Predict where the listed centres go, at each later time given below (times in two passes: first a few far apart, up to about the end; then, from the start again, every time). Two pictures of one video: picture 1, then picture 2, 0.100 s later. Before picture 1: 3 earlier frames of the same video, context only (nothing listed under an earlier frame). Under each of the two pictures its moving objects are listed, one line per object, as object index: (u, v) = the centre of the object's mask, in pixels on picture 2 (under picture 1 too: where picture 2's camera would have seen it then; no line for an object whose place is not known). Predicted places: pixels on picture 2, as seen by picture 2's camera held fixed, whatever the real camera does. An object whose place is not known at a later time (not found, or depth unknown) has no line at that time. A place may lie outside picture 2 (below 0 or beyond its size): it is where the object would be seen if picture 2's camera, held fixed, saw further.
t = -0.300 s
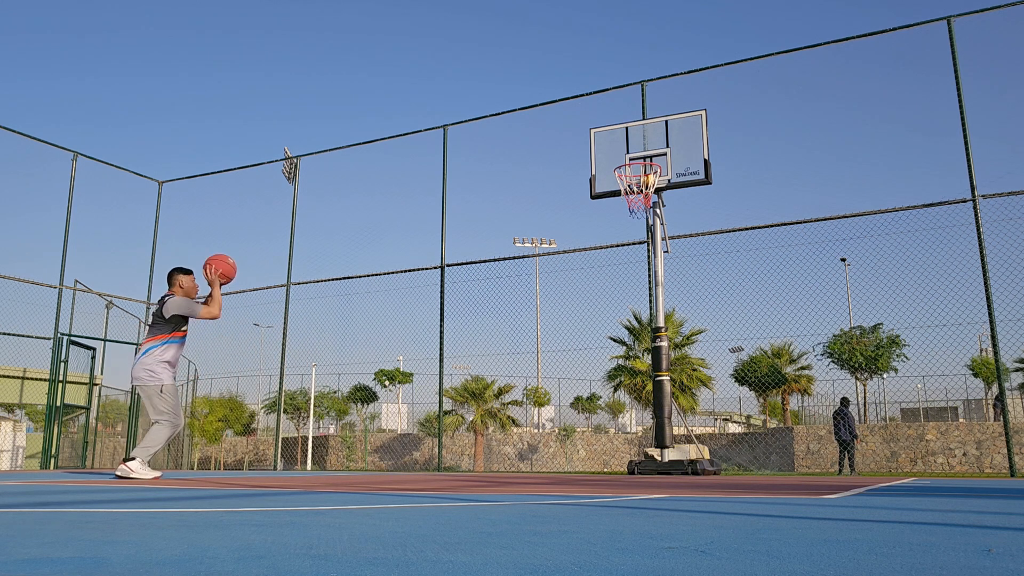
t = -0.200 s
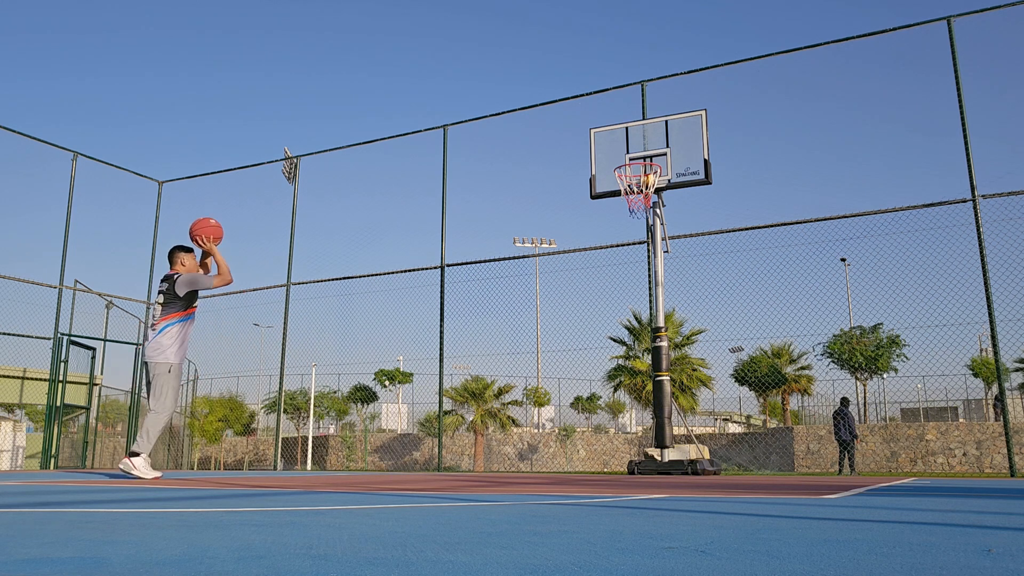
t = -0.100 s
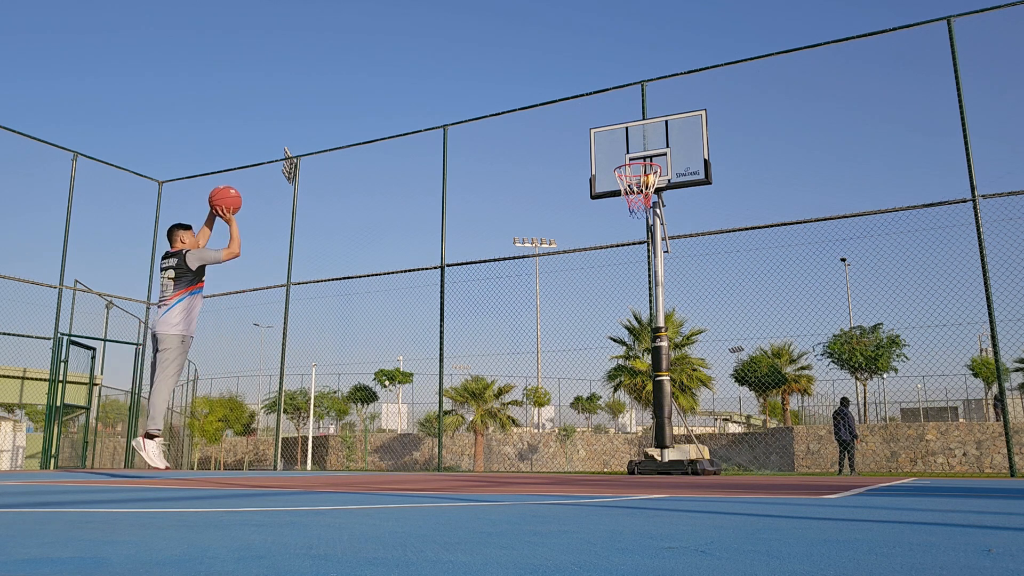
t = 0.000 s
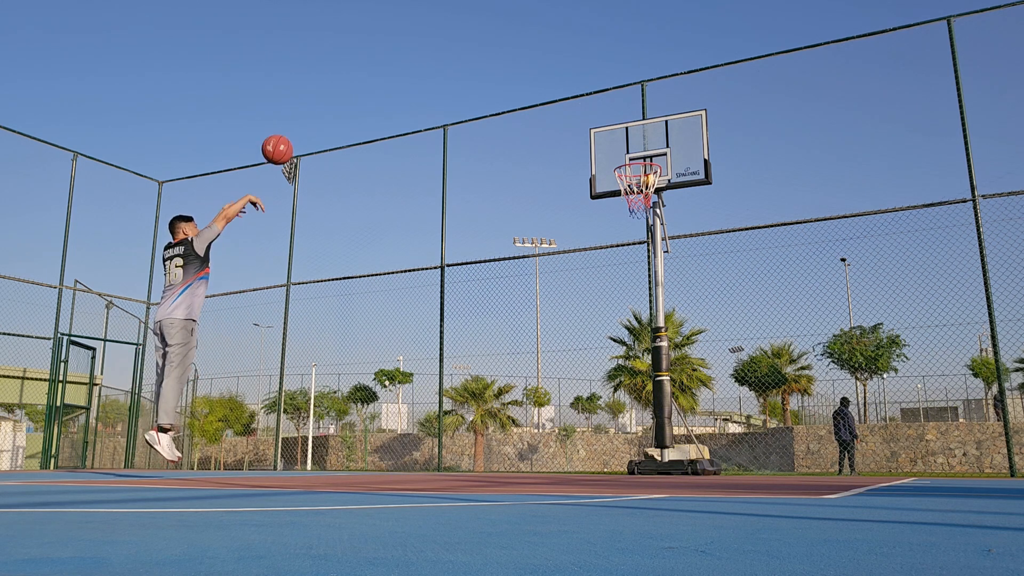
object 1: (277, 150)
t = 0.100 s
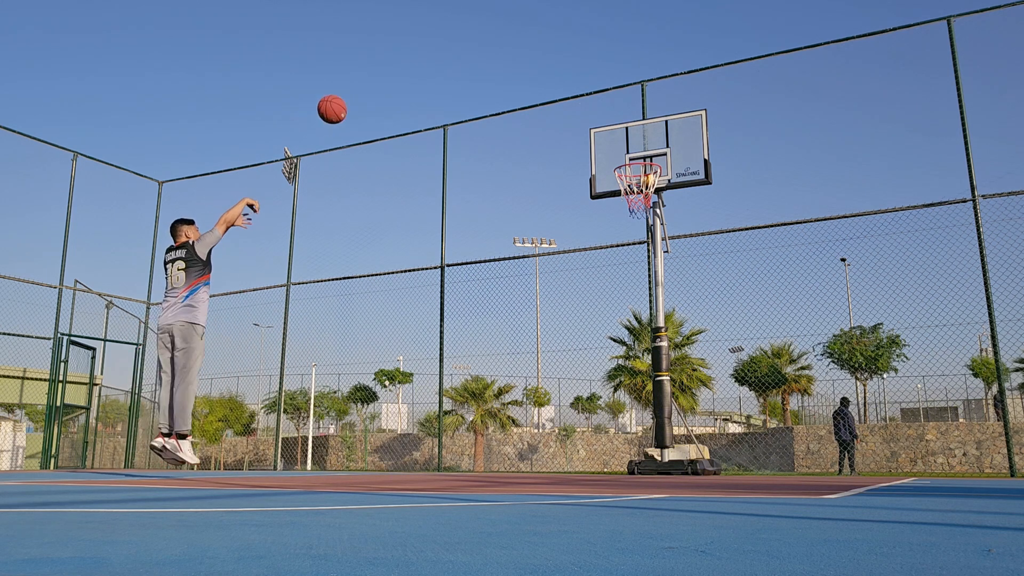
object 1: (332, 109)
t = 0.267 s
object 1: (412, 73)
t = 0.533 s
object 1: (519, 75)
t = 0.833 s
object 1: (621, 150)
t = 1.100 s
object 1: (658, 195)
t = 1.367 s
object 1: (659, 244)
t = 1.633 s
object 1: (663, 361)
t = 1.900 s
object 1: (657, 408)
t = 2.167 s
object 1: (631, 312)
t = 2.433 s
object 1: (609, 285)
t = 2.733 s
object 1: (585, 339)
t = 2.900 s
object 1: (572, 412)
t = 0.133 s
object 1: (349, 99)
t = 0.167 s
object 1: (365, 90)
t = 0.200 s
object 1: (381, 83)
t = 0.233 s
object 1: (396, 77)
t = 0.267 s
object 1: (412, 73)
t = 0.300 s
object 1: (426, 69)
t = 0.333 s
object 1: (441, 67)
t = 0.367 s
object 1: (454, 65)
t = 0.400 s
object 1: (468, 65)
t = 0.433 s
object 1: (481, 66)
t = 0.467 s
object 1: (494, 68)
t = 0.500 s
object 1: (507, 71)
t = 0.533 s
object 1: (519, 75)
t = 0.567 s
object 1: (531, 79)
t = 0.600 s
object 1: (543, 85)
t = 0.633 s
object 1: (555, 92)
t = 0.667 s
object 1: (566, 100)
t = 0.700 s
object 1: (578, 108)
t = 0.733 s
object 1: (589, 117)
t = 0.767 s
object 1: (600, 127)
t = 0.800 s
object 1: (611, 138)
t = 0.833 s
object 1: (621, 150)
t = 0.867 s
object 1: (632, 163)
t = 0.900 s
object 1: (641, 176)
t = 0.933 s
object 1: (652, 186)
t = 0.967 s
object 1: (656, 192)
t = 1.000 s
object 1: (658, 194)
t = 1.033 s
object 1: (658, 194)
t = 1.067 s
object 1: (658, 194)
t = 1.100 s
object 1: (658, 195)
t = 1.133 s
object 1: (658, 198)
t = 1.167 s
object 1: (658, 201)
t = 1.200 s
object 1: (658, 206)
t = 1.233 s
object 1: (658, 211)
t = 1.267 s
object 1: (658, 218)
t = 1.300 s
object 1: (658, 226)
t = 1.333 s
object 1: (659, 234)
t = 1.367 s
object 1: (659, 244)
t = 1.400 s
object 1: (659, 254)
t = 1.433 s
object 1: (660, 266)
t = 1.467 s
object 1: (660, 279)
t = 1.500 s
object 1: (661, 293)
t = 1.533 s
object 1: (662, 308)
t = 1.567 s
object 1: (662, 324)
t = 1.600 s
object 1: (663, 342)
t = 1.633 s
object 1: (663, 361)
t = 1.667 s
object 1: (664, 381)
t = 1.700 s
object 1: (665, 402)
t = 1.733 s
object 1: (666, 425)
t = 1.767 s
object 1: (667, 449)
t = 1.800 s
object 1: (667, 462)
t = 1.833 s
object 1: (663, 443)
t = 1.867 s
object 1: (660, 425)
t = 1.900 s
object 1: (657, 408)
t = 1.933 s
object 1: (653, 392)
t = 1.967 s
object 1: (650, 378)
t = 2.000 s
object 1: (647, 364)
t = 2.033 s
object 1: (643, 351)
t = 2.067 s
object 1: (640, 340)
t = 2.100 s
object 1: (637, 329)
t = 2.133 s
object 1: (634, 321)
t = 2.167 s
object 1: (631, 312)
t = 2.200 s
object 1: (628, 305)
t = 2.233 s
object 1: (625, 299)
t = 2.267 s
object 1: (622, 294)
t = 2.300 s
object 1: (620, 290)
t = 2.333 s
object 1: (617, 287)
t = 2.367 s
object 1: (614, 285)
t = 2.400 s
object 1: (611, 284)
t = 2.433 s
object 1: (609, 285)
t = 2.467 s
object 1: (606, 286)
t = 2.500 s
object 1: (603, 289)
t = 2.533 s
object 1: (601, 292)
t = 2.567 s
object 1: (598, 297)
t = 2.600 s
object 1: (595, 303)
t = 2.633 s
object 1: (593, 310)
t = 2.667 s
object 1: (590, 318)
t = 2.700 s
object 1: (587, 328)
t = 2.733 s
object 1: (585, 339)
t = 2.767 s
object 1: (582, 351)
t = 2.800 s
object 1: (579, 364)
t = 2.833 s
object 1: (577, 379)
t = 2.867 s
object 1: (575, 395)
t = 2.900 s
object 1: (572, 412)
